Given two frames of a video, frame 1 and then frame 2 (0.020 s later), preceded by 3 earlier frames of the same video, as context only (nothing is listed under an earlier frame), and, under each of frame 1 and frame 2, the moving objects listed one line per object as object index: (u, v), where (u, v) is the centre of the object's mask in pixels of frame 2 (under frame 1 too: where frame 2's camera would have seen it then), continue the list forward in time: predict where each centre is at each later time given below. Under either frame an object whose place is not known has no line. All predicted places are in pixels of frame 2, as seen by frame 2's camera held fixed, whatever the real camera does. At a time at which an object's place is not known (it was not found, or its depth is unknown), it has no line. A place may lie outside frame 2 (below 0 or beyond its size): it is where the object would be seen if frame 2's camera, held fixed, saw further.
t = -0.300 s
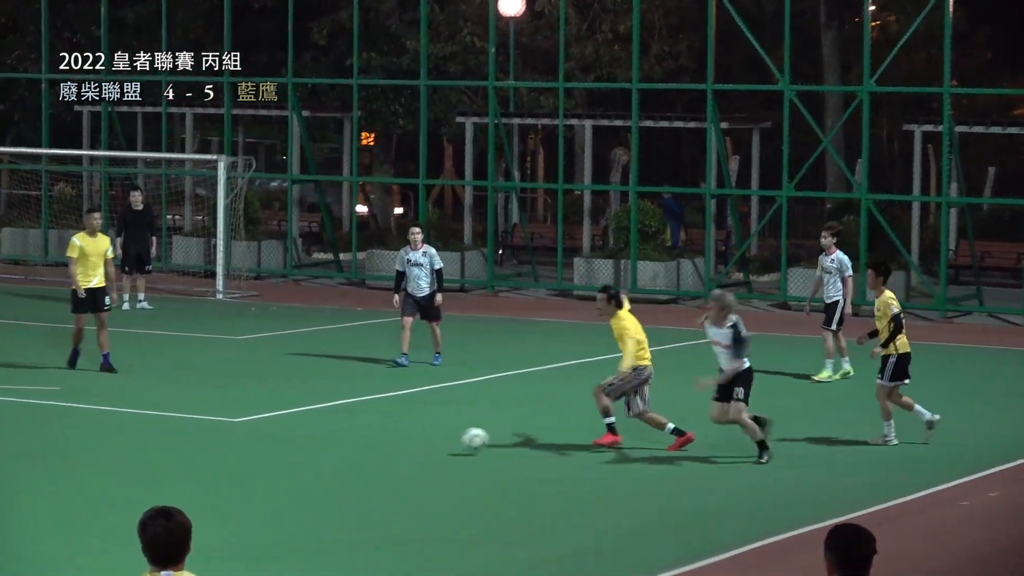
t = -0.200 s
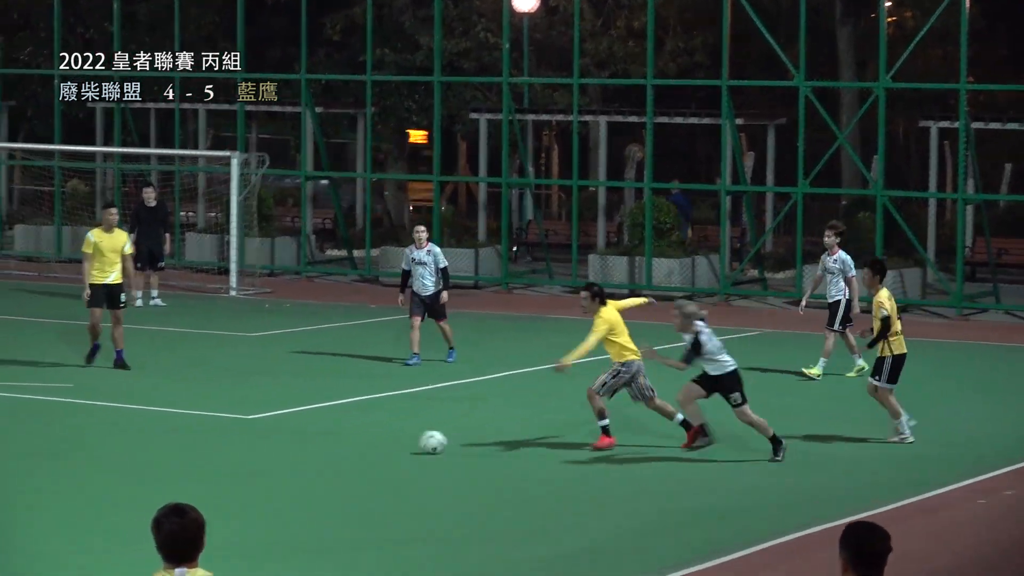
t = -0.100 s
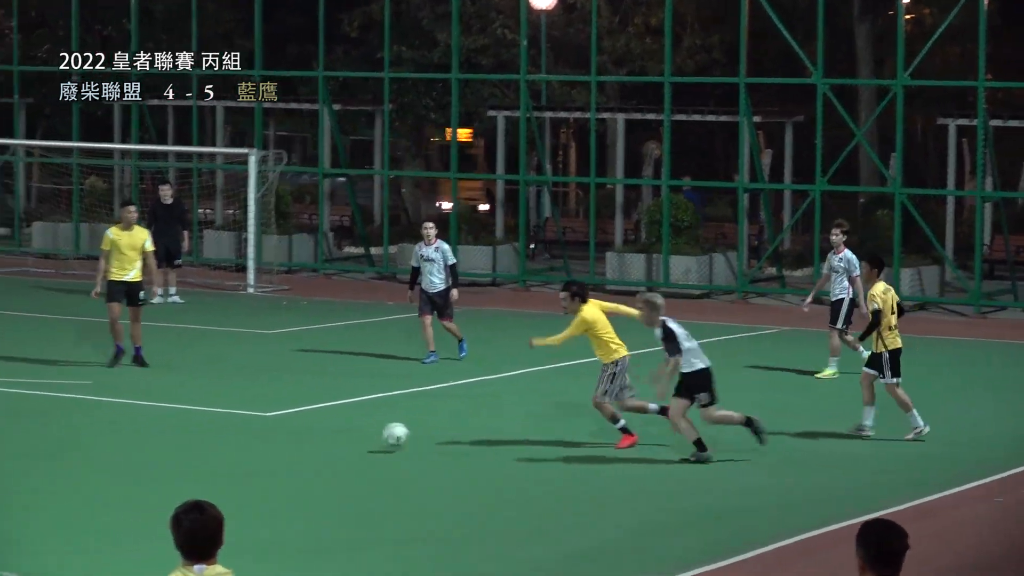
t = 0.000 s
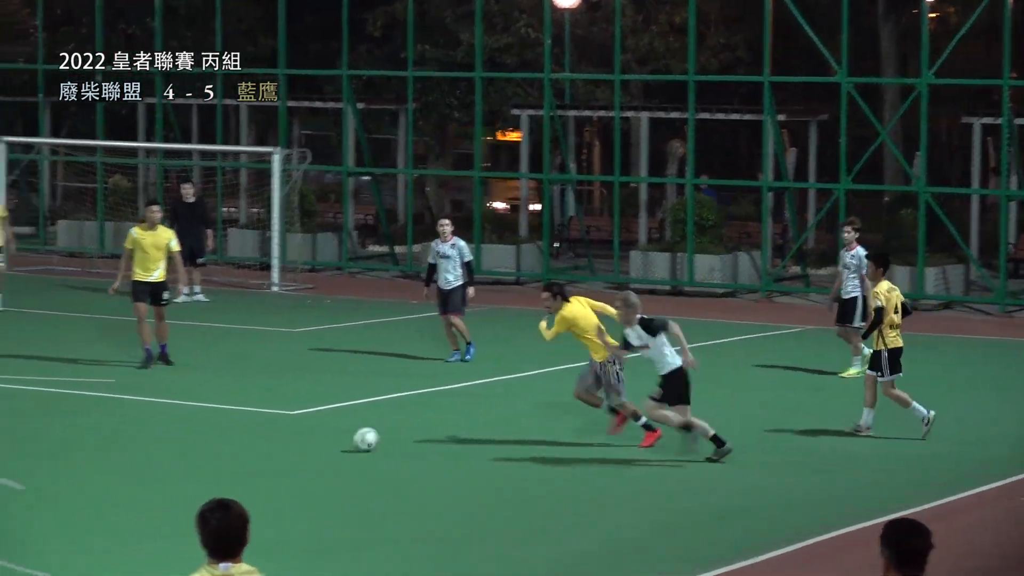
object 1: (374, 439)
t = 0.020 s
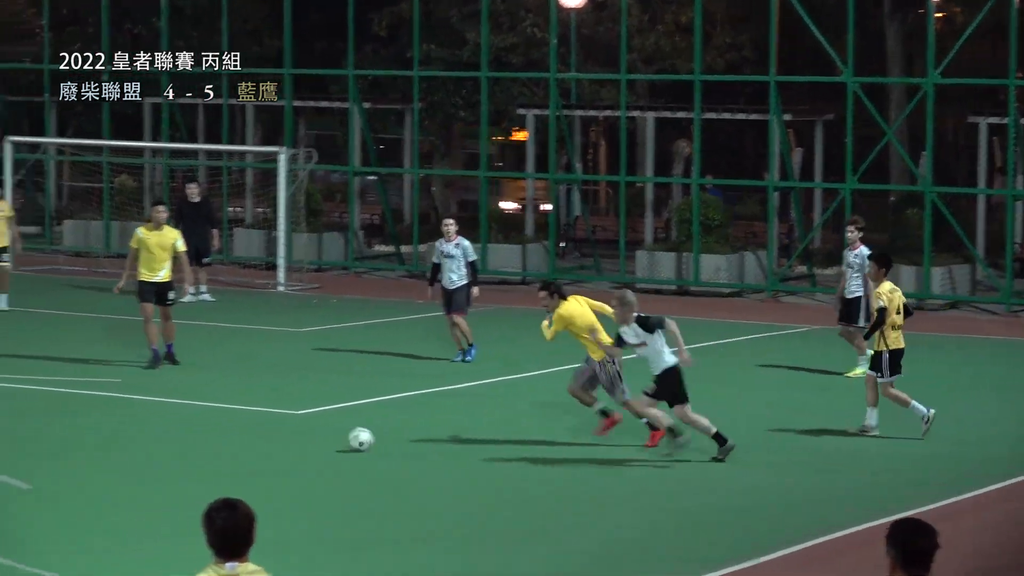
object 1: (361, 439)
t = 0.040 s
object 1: (347, 439)
